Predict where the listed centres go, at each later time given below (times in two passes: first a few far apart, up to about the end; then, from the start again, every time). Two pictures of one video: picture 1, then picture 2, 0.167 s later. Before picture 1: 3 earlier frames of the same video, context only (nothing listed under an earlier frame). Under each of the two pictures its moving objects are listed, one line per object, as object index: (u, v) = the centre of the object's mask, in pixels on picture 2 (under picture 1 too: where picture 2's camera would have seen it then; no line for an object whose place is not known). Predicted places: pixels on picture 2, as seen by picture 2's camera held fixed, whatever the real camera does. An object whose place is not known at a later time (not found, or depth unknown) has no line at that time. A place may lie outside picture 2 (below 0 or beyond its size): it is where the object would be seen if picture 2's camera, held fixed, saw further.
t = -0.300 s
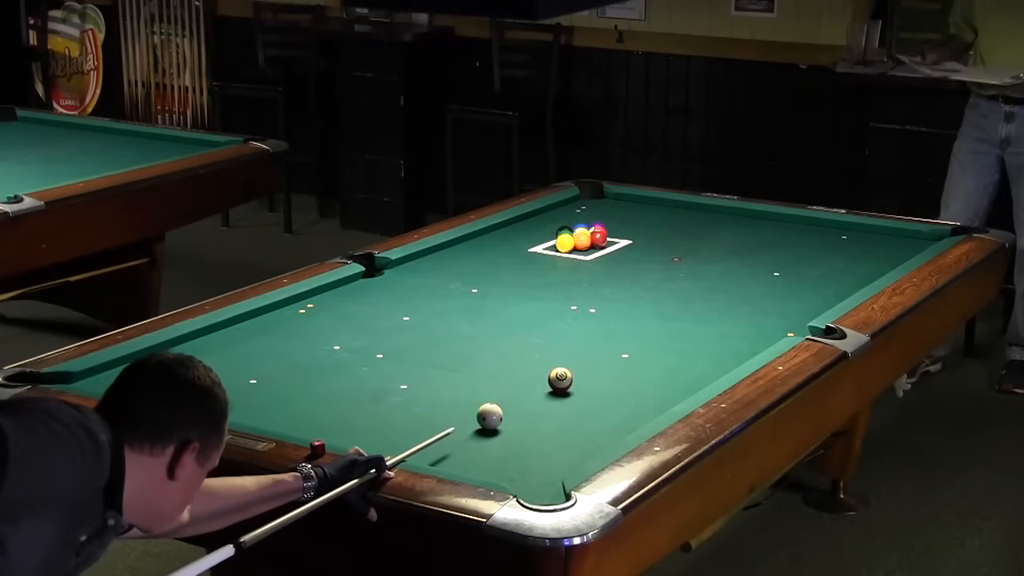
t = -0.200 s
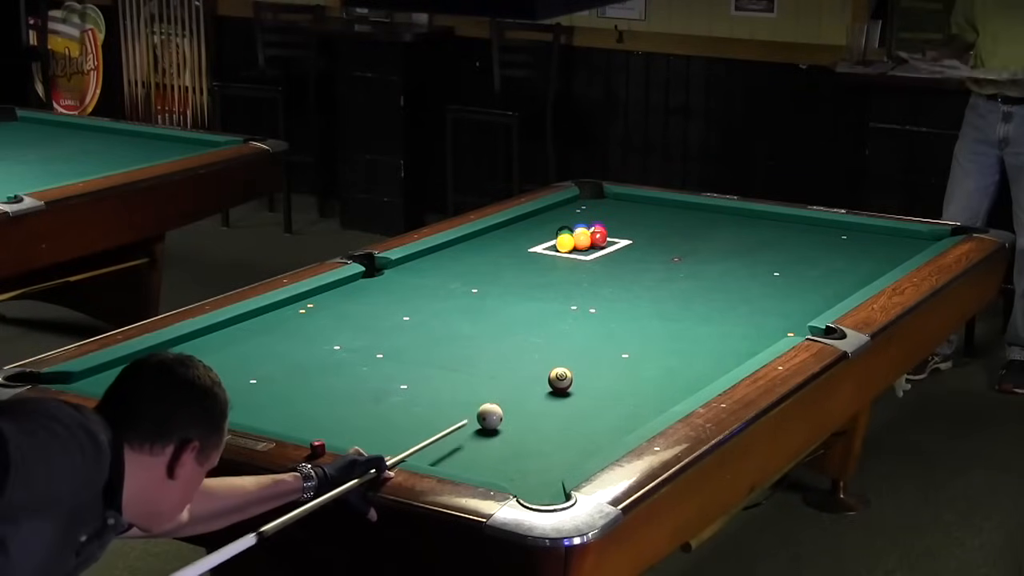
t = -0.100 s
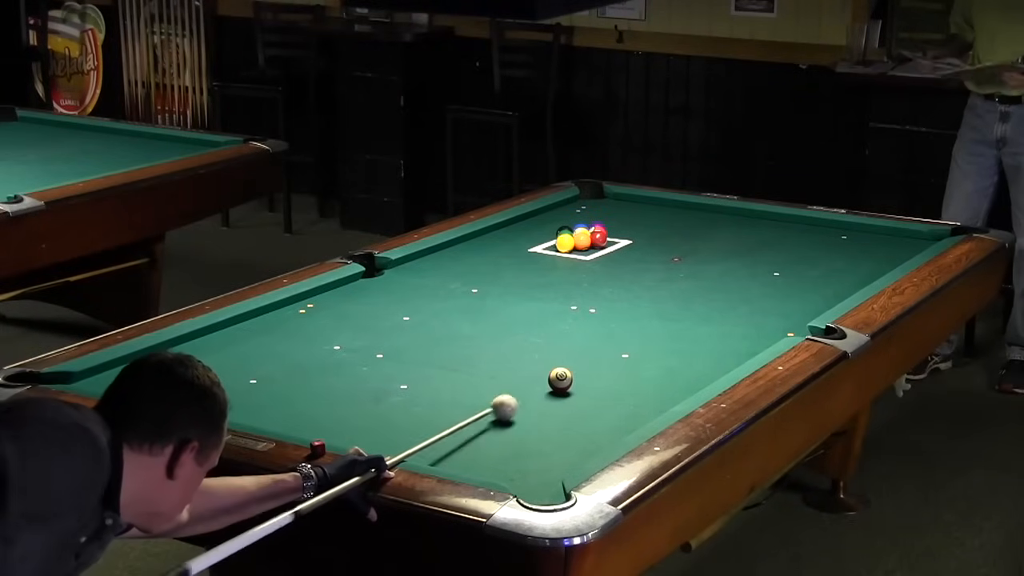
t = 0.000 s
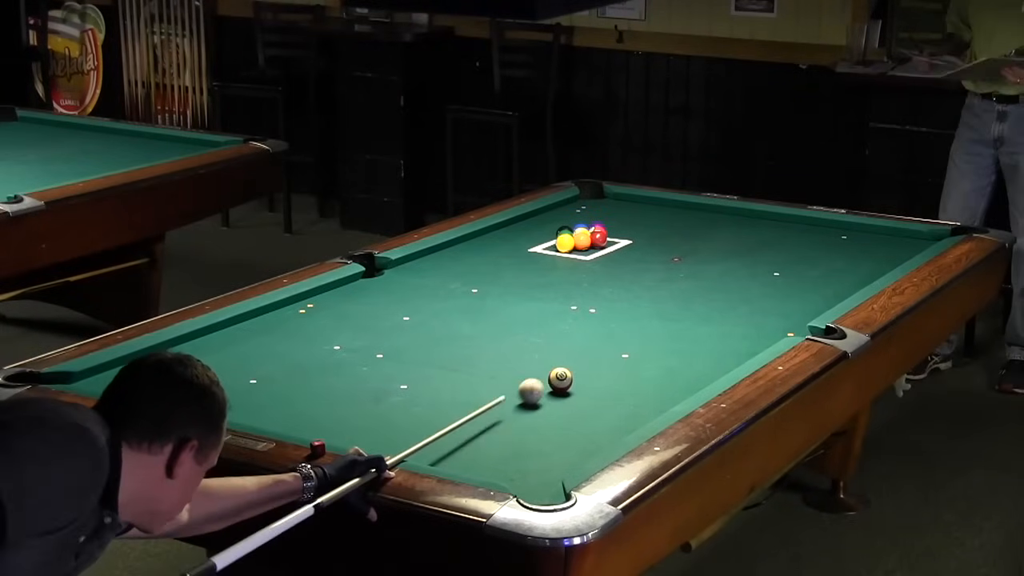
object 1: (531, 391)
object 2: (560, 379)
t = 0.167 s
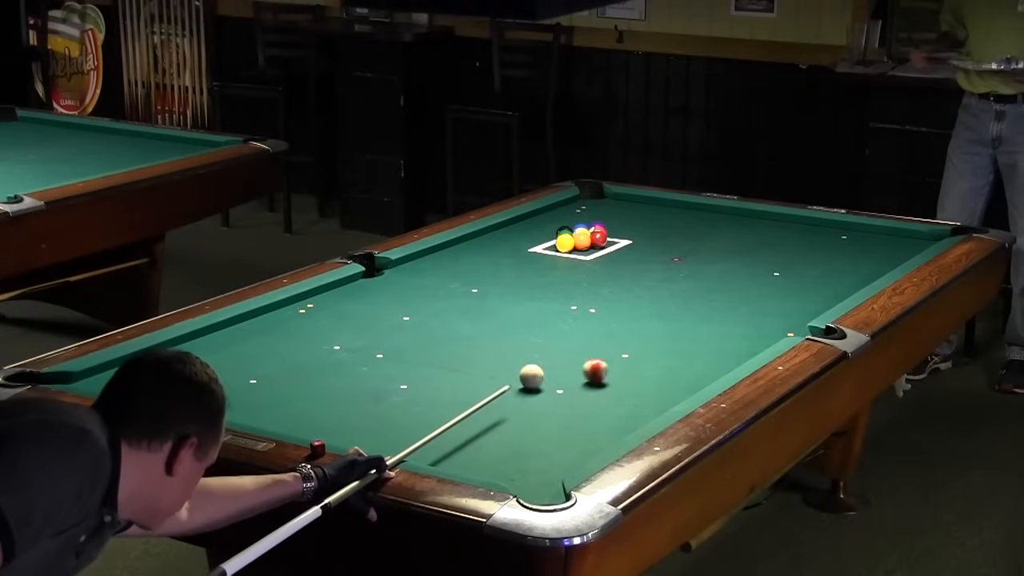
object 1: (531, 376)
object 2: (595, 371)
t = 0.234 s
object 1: (528, 372)
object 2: (611, 366)
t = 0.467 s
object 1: (518, 356)
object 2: (663, 353)
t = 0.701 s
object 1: (510, 342)
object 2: (711, 342)
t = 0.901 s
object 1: (502, 331)
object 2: (749, 332)
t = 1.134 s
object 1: (494, 320)
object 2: (791, 322)
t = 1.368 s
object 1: (487, 309)
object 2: (809, 311)
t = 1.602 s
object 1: (480, 300)
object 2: (815, 303)
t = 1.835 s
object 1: (474, 291)
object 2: (819, 294)
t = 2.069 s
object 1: (469, 284)
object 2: (822, 286)
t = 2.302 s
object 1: (464, 276)
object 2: (826, 279)
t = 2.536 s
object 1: (459, 271)
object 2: (830, 273)
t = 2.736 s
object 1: (455, 266)
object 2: (832, 268)
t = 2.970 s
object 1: (451, 261)
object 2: (835, 262)
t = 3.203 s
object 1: (447, 256)
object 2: (838, 258)
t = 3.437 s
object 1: (444, 252)
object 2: (840, 254)
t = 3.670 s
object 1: (442, 249)
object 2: (842, 250)
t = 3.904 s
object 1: (447, 247)
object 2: (845, 247)
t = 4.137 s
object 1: (453, 247)
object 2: (847, 244)
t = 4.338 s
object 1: (458, 247)
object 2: (850, 242)
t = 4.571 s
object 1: (461, 247)
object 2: (851, 240)
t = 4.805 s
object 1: (462, 247)
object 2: (853, 239)
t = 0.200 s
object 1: (530, 374)
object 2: (603, 369)
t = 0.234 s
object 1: (528, 372)
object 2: (611, 366)
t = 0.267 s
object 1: (527, 370)
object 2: (619, 365)
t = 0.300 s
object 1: (525, 367)
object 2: (627, 364)
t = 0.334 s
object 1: (524, 365)
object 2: (634, 360)
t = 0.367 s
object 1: (522, 363)
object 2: (641, 359)
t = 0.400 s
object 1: (521, 360)
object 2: (649, 357)
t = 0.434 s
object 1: (520, 358)
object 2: (655, 355)
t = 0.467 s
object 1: (518, 356)
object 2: (663, 353)
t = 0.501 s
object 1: (517, 354)
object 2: (671, 352)
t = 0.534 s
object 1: (516, 352)
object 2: (677, 351)
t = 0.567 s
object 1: (515, 350)
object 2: (684, 348)
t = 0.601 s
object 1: (513, 348)
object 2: (691, 346)
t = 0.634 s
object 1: (512, 346)
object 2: (698, 345)
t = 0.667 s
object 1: (511, 344)
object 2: (705, 344)
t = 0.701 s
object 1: (510, 342)
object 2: (711, 342)
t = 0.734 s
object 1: (508, 340)
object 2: (718, 340)
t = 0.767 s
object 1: (507, 338)
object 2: (724, 338)
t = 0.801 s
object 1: (506, 337)
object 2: (731, 337)
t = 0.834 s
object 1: (505, 335)
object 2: (737, 335)
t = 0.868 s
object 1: (503, 333)
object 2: (744, 334)
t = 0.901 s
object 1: (502, 331)
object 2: (749, 332)
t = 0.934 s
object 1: (501, 330)
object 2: (755, 331)
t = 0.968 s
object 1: (500, 328)
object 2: (761, 329)
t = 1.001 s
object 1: (499, 326)
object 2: (768, 328)
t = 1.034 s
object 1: (498, 325)
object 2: (774, 327)
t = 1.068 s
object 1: (497, 323)
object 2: (780, 325)
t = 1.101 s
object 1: (496, 321)
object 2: (785, 324)
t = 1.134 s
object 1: (494, 320)
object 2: (791, 322)
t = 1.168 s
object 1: (493, 318)
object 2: (796, 321)
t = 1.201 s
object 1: (492, 317)
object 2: (801, 319)
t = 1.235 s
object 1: (491, 315)
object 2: (806, 316)
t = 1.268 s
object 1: (490, 314)
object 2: (807, 315)
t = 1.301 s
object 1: (489, 312)
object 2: (808, 314)
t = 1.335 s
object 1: (488, 311)
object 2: (809, 312)
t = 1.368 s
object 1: (487, 309)
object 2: (809, 311)
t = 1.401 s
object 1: (486, 308)
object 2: (810, 310)
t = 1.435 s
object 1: (485, 306)
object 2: (811, 309)
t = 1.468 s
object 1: (484, 305)
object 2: (812, 308)
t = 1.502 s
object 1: (484, 304)
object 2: (812, 306)
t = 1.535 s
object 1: (483, 302)
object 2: (813, 305)
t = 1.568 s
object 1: (482, 301)
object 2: (814, 304)
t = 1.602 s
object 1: (480, 300)
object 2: (815, 303)
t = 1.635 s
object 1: (480, 298)
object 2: (815, 302)
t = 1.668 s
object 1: (479, 297)
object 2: (816, 300)
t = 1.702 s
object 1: (478, 296)
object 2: (816, 298)
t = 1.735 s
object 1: (477, 295)
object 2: (817, 298)
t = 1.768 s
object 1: (476, 294)
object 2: (817, 296)
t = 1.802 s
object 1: (475, 292)
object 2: (818, 295)
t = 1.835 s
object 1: (474, 291)
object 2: (819, 294)
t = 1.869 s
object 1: (474, 290)
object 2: (819, 292)
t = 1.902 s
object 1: (473, 289)
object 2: (819, 291)
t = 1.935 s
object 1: (472, 288)
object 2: (820, 290)
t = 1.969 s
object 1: (471, 287)
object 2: (821, 289)
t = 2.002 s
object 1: (470, 286)
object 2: (821, 288)
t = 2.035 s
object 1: (470, 285)
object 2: (822, 287)
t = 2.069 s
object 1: (469, 284)
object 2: (822, 286)
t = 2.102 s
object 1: (468, 282)
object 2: (823, 285)
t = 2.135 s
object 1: (467, 281)
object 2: (824, 284)
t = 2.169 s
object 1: (466, 280)
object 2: (824, 283)
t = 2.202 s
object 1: (466, 279)
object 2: (824, 282)
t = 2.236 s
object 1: (465, 278)
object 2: (825, 281)
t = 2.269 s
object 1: (464, 278)
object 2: (826, 280)
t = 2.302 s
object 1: (464, 276)
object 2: (826, 279)
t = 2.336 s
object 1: (463, 276)
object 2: (826, 278)
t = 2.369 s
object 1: (462, 275)
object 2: (827, 277)
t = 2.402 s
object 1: (462, 274)
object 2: (828, 276)
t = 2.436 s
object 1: (461, 273)
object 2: (828, 275)
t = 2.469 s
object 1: (460, 272)
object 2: (829, 275)
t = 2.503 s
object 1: (460, 271)
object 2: (829, 274)
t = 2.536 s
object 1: (459, 271)
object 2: (830, 273)
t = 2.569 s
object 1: (458, 270)
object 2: (830, 272)
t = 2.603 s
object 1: (458, 269)
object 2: (831, 271)
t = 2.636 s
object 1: (457, 268)
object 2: (831, 270)
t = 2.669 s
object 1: (456, 267)
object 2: (832, 270)
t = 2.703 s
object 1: (456, 267)
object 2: (832, 269)
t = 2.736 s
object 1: (455, 266)
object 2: (832, 268)
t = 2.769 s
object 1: (455, 265)
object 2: (833, 267)
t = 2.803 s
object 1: (454, 264)
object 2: (833, 266)
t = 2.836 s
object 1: (454, 264)
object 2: (833, 266)
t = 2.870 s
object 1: (453, 263)
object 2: (834, 265)
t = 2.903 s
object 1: (452, 262)
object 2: (834, 264)
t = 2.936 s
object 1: (452, 261)
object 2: (835, 263)
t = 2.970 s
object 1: (451, 261)
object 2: (835, 262)
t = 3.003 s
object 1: (451, 260)
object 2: (835, 262)
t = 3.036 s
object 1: (450, 259)
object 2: (836, 261)
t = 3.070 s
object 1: (450, 259)
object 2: (836, 261)
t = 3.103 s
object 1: (449, 258)
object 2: (837, 260)
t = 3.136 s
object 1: (448, 257)
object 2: (837, 259)
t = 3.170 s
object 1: (448, 257)
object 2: (838, 259)
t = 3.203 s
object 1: (447, 256)
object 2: (838, 258)
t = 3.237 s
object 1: (447, 256)
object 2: (838, 258)
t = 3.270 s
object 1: (446, 255)
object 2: (839, 257)
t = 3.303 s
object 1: (446, 254)
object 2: (839, 256)
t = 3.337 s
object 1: (446, 254)
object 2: (840, 256)
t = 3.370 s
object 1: (445, 253)
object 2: (840, 254)
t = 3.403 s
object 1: (445, 253)
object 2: (841, 254)
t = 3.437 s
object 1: (444, 252)
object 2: (840, 254)
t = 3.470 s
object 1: (444, 252)
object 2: (841, 253)
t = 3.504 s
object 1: (443, 251)
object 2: (841, 253)
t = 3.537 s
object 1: (443, 250)
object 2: (842, 252)
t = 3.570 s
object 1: (443, 250)
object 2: (842, 252)
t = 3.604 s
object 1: (442, 250)
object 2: (842, 251)
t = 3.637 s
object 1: (442, 249)
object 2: (842, 250)
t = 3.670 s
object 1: (442, 249)
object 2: (842, 250)
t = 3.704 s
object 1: (441, 248)
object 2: (843, 249)
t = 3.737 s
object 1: (442, 248)
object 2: (843, 249)
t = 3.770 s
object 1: (443, 248)
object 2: (844, 248)
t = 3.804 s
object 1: (444, 248)
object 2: (844, 248)
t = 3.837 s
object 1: (445, 248)
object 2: (844, 247)
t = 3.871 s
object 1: (446, 248)
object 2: (845, 247)
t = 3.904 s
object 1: (447, 247)
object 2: (845, 247)
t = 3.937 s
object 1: (448, 247)
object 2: (845, 246)
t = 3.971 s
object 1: (449, 247)
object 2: (846, 246)
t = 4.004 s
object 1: (450, 247)
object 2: (846, 245)
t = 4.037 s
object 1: (451, 247)
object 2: (846, 245)
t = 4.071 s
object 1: (452, 247)
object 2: (846, 245)
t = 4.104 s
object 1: (453, 247)
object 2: (847, 244)
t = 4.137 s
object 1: (453, 247)
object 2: (847, 244)
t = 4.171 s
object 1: (454, 247)
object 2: (847, 243)
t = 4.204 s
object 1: (455, 247)
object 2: (848, 243)
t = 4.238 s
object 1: (456, 247)
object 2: (848, 242)
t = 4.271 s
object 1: (456, 247)
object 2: (849, 242)
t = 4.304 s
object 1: (457, 247)
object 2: (849, 242)
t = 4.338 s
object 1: (458, 247)
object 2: (850, 242)
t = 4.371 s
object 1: (458, 247)
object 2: (850, 242)
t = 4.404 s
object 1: (459, 247)
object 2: (850, 241)
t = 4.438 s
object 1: (459, 247)
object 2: (850, 241)
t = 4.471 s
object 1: (460, 247)
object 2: (850, 241)
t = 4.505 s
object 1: (460, 247)
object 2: (850, 240)
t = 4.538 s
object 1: (460, 247)
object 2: (851, 240)
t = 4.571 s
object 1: (461, 247)
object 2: (851, 240)
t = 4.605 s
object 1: (461, 247)
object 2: (851, 240)
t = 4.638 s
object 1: (461, 247)
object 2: (852, 240)
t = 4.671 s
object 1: (462, 247)
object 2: (852, 239)
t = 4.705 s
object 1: (462, 247)
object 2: (852, 239)
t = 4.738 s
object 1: (462, 247)
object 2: (852, 239)
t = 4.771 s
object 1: (462, 247)
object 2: (853, 239)
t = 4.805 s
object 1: (462, 247)
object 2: (853, 239)
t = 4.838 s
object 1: (462, 247)
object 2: (854, 238)
